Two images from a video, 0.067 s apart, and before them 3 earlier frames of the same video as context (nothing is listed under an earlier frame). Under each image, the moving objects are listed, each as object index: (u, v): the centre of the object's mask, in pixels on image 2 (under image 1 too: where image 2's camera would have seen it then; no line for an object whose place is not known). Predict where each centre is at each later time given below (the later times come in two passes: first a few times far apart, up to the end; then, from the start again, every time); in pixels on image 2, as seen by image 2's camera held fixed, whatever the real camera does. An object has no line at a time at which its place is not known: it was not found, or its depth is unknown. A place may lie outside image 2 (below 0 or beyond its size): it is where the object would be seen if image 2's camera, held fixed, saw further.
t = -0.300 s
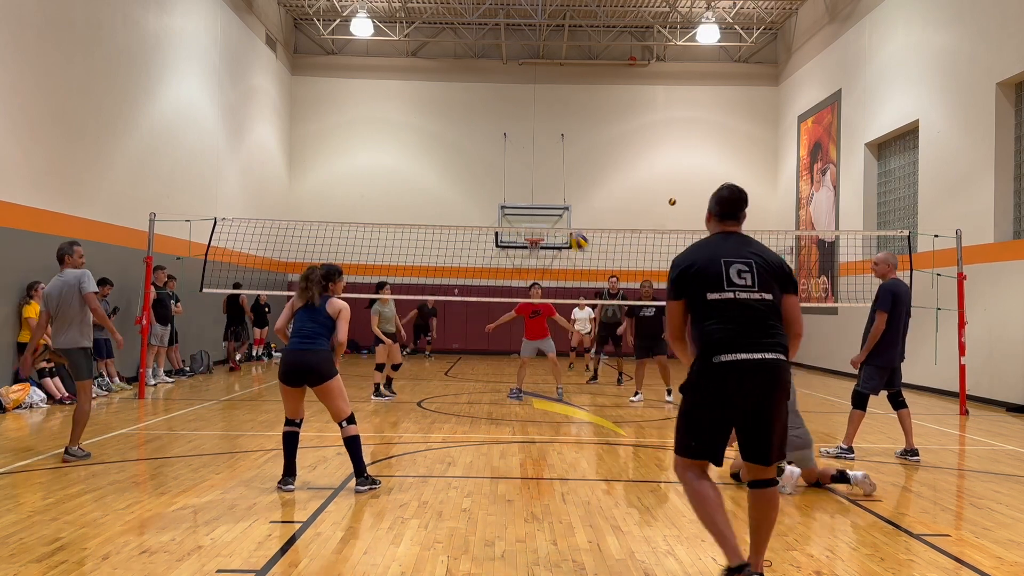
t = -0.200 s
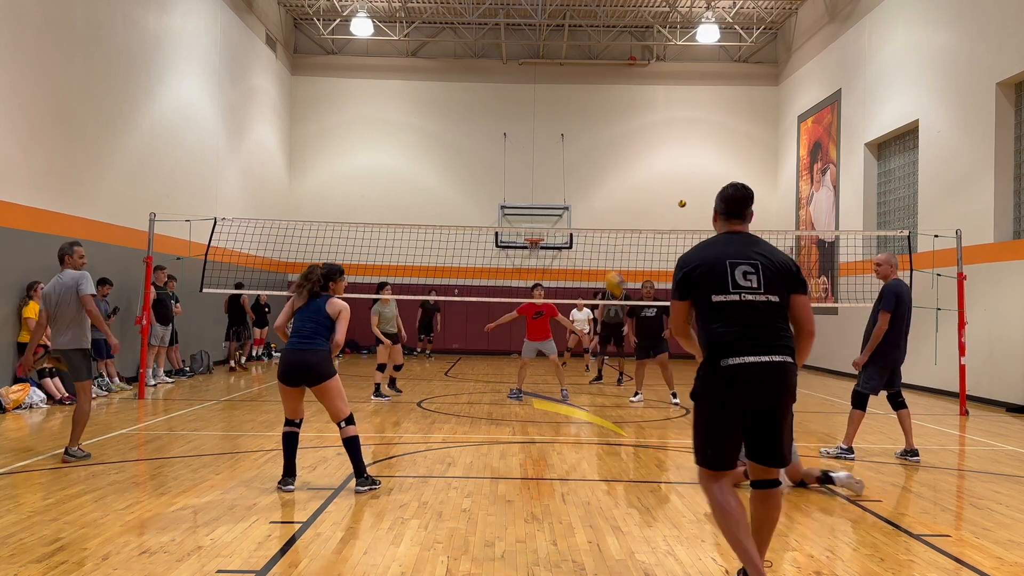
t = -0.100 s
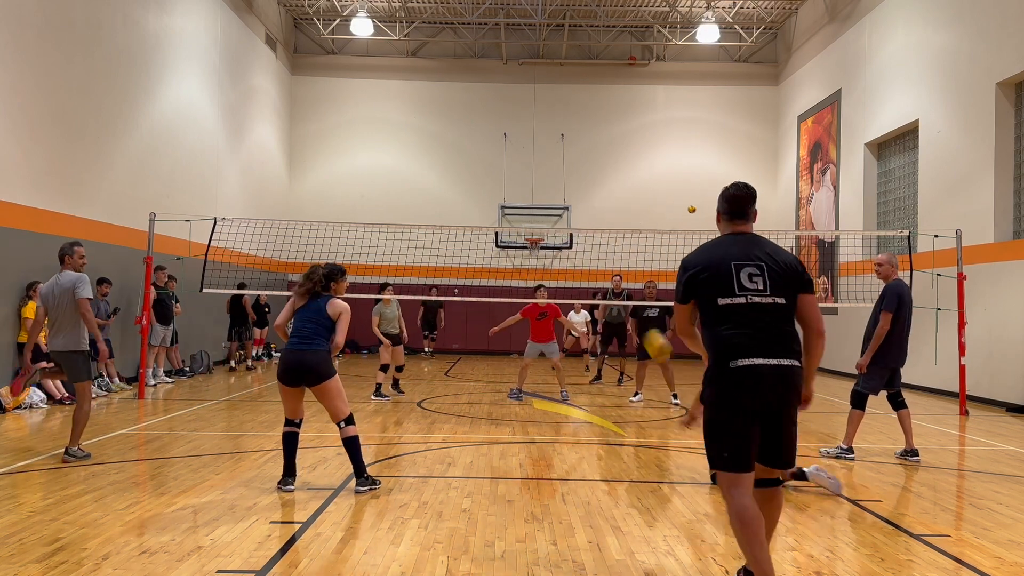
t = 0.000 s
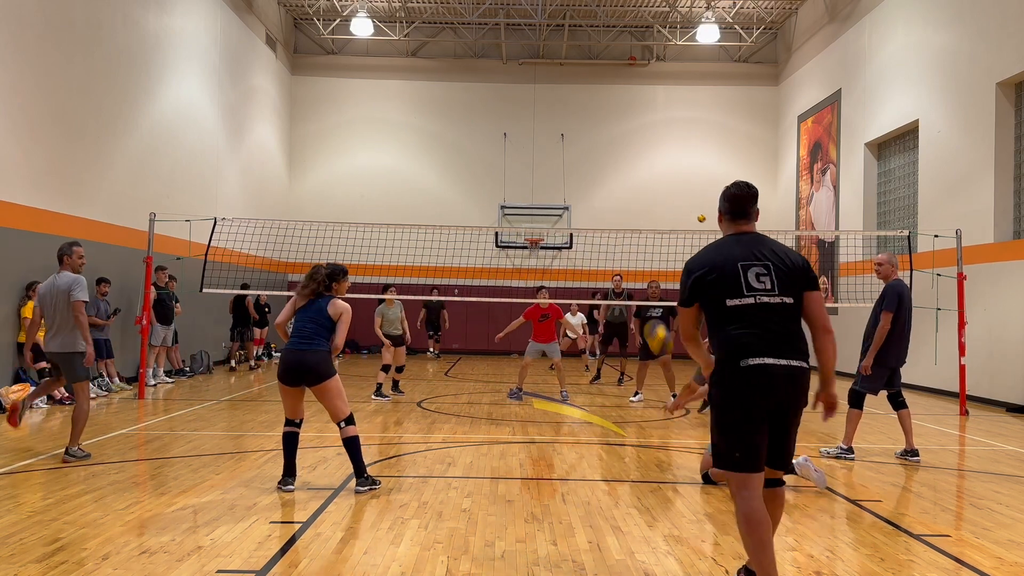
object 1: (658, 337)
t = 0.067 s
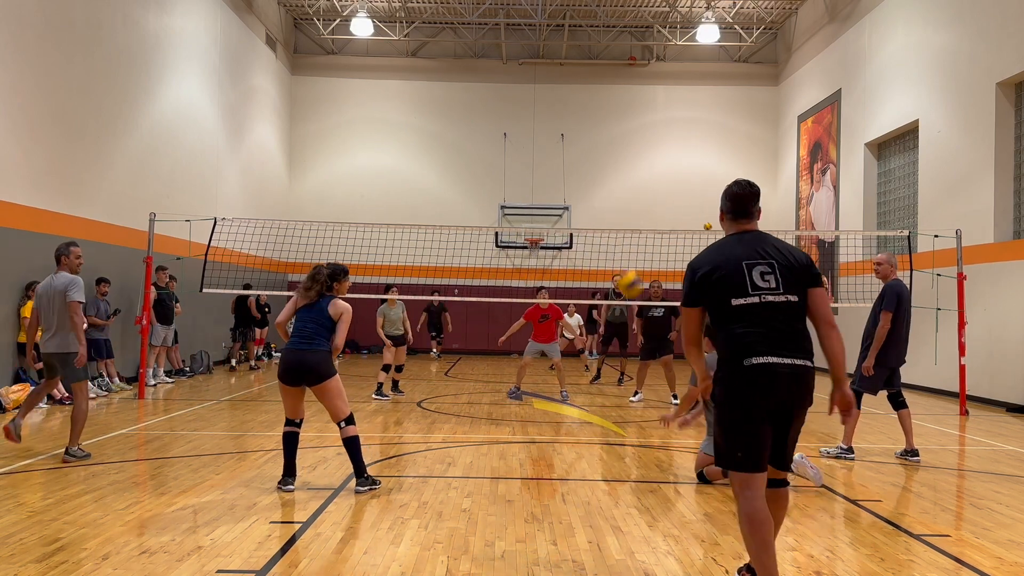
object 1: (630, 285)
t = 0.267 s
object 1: (551, 162)
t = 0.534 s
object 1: (461, 83)
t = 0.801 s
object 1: (381, 77)
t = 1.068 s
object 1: (310, 132)
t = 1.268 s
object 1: (262, 207)
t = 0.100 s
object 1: (615, 257)
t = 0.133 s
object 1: (601, 236)
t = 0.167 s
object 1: (589, 215)
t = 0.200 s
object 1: (576, 196)
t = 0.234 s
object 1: (564, 179)
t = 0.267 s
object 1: (551, 162)
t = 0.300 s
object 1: (538, 148)
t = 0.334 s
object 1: (527, 135)
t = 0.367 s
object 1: (516, 123)
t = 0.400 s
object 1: (504, 113)
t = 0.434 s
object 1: (493, 103)
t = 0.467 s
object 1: (482, 95)
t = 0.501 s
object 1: (471, 89)
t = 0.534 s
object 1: (461, 83)
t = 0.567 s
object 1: (450, 79)
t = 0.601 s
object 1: (439, 75)
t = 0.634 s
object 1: (429, 72)
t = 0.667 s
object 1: (420, 72)
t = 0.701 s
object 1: (410, 72)
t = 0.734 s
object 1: (400, 73)
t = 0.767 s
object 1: (390, 74)
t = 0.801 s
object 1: (381, 77)
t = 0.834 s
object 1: (372, 81)
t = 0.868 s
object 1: (362, 85)
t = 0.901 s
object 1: (353, 91)
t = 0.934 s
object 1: (345, 98)
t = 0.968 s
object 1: (336, 105)
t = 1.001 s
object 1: (327, 113)
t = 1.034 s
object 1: (318, 122)
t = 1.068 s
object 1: (310, 132)
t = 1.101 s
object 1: (302, 143)
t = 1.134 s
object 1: (293, 154)
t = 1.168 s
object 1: (285, 167)
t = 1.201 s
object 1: (277, 180)
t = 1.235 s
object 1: (269, 193)
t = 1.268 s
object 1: (262, 207)
